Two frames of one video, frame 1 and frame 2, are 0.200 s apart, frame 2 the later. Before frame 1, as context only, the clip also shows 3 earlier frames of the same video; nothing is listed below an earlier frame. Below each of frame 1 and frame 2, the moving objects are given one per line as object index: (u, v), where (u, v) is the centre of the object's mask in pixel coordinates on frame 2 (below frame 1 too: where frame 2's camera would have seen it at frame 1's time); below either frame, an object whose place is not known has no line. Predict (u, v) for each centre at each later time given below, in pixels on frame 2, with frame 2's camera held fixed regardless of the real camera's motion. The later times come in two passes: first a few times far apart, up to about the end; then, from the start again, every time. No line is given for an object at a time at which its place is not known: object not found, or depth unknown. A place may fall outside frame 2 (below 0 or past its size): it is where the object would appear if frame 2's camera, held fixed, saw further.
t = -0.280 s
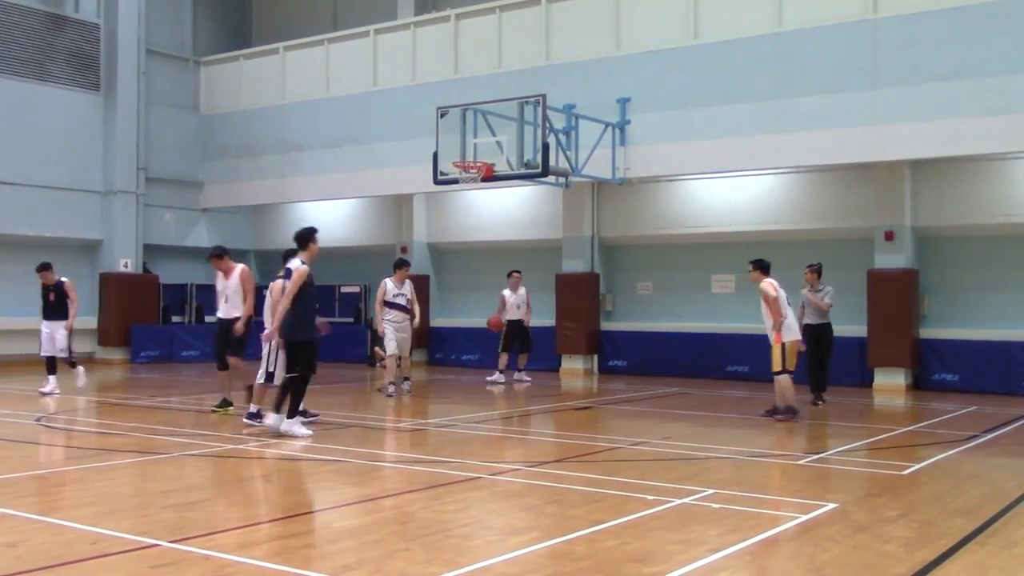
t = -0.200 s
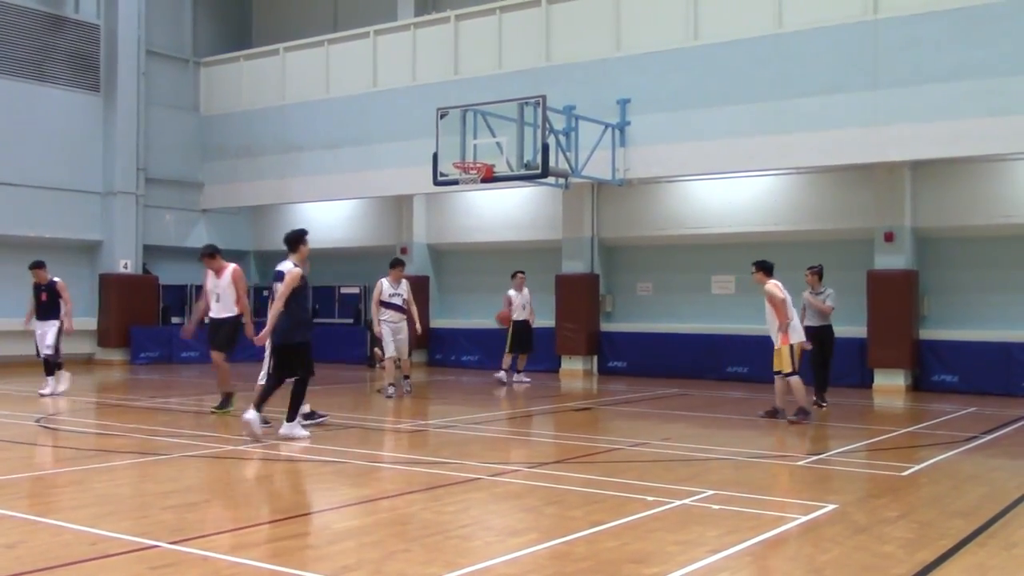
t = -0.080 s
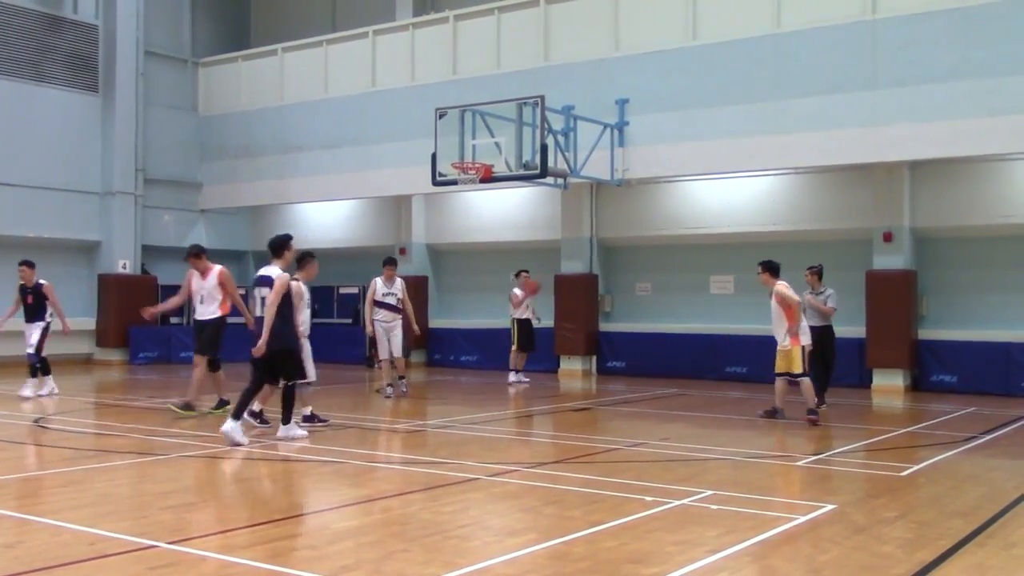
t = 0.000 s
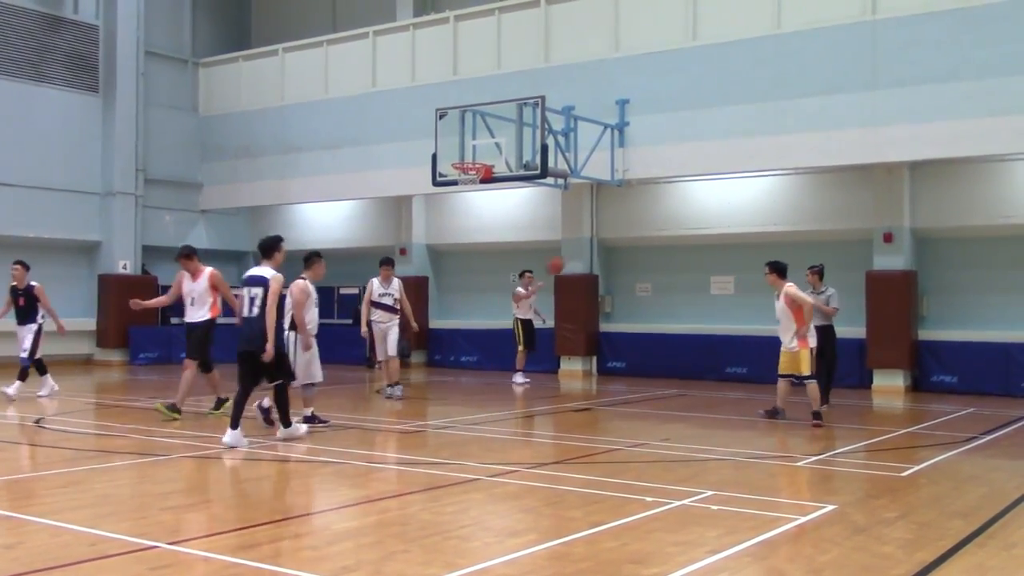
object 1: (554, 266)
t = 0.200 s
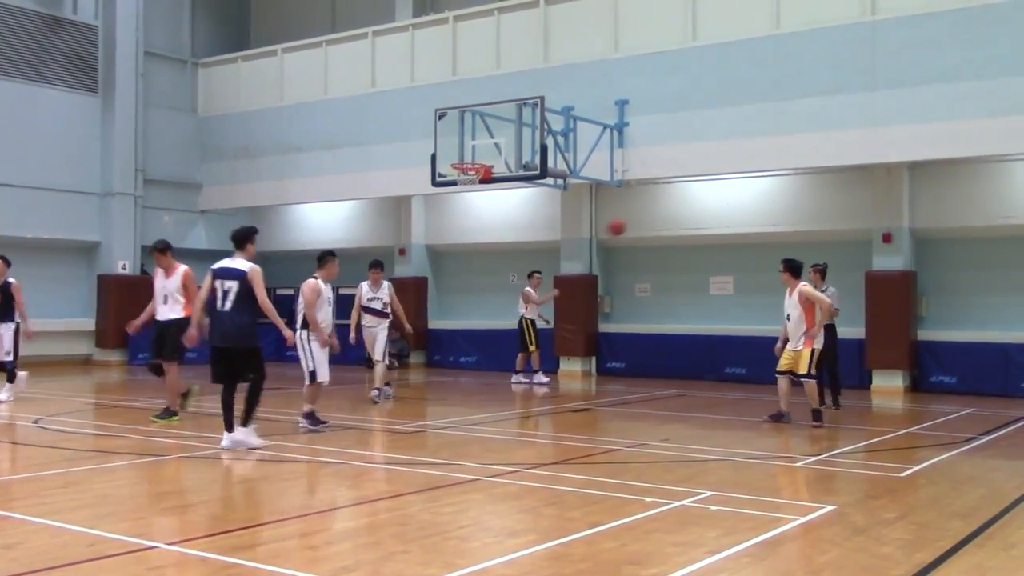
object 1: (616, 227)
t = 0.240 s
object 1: (629, 223)
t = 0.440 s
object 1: (694, 217)
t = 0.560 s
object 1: (737, 228)
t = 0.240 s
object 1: (629, 223)
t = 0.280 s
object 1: (642, 219)
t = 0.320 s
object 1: (655, 217)
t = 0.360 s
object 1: (668, 216)
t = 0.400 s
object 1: (681, 216)
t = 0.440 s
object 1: (694, 217)
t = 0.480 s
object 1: (708, 220)
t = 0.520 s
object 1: (722, 223)
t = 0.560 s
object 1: (737, 228)
